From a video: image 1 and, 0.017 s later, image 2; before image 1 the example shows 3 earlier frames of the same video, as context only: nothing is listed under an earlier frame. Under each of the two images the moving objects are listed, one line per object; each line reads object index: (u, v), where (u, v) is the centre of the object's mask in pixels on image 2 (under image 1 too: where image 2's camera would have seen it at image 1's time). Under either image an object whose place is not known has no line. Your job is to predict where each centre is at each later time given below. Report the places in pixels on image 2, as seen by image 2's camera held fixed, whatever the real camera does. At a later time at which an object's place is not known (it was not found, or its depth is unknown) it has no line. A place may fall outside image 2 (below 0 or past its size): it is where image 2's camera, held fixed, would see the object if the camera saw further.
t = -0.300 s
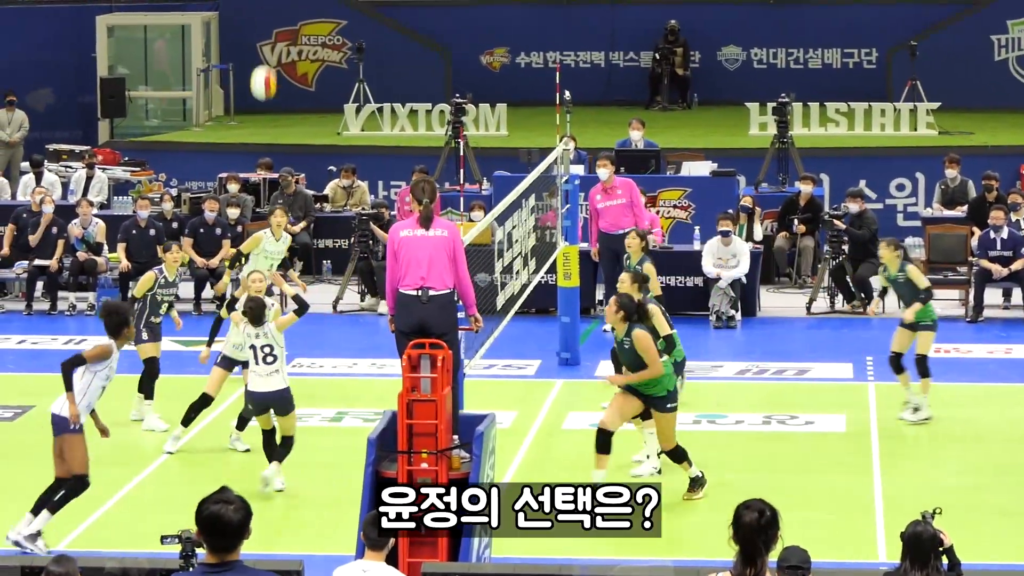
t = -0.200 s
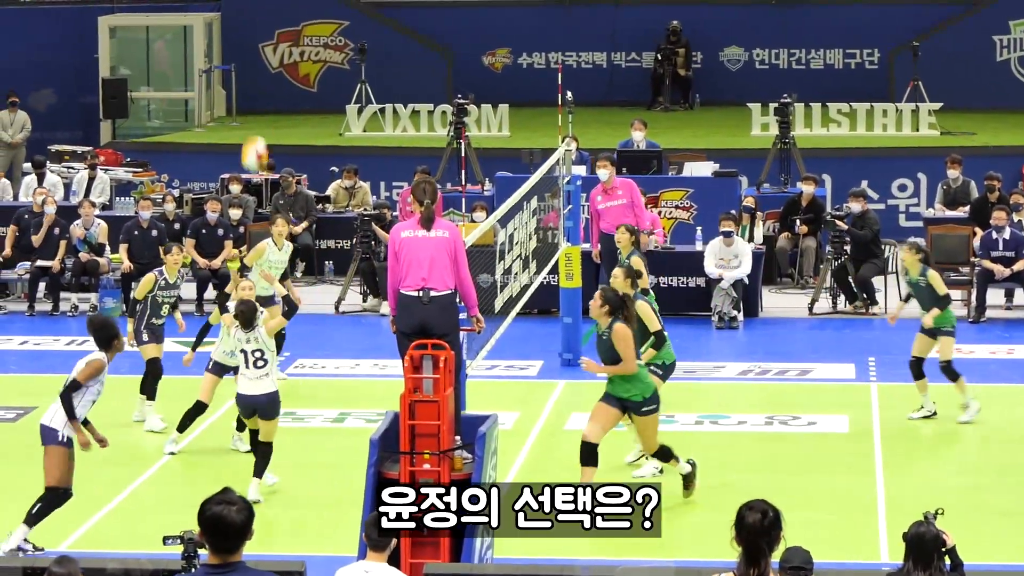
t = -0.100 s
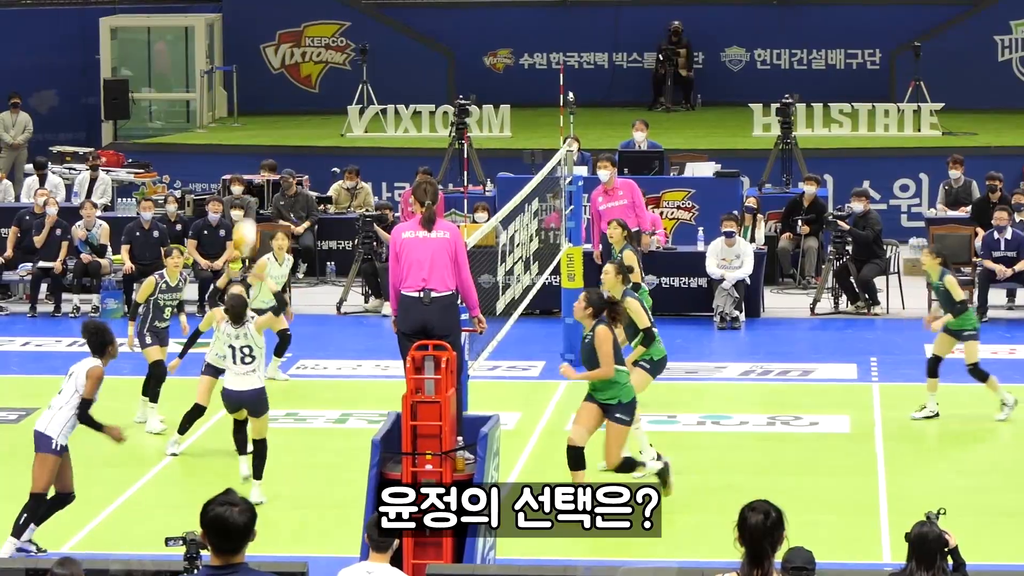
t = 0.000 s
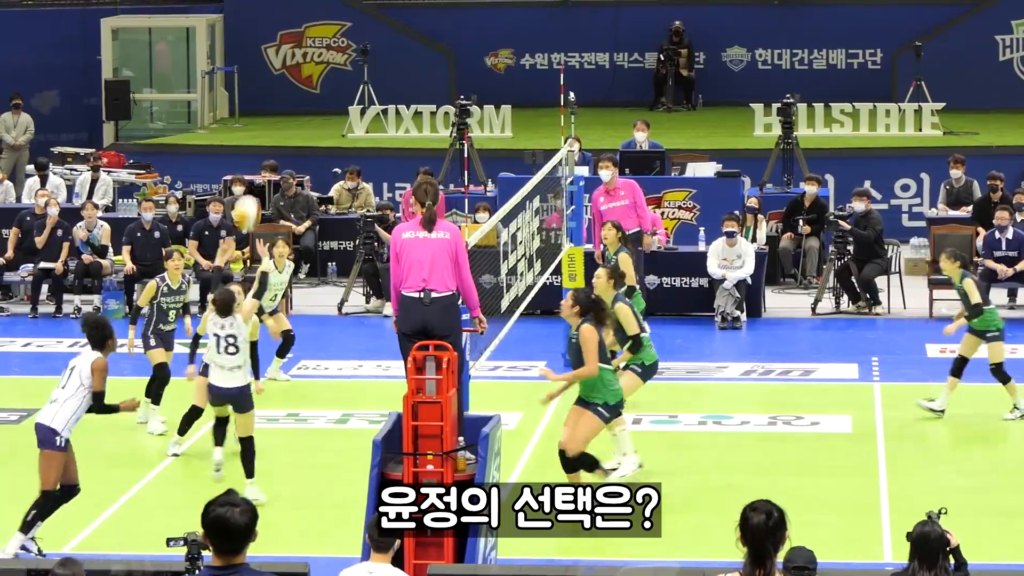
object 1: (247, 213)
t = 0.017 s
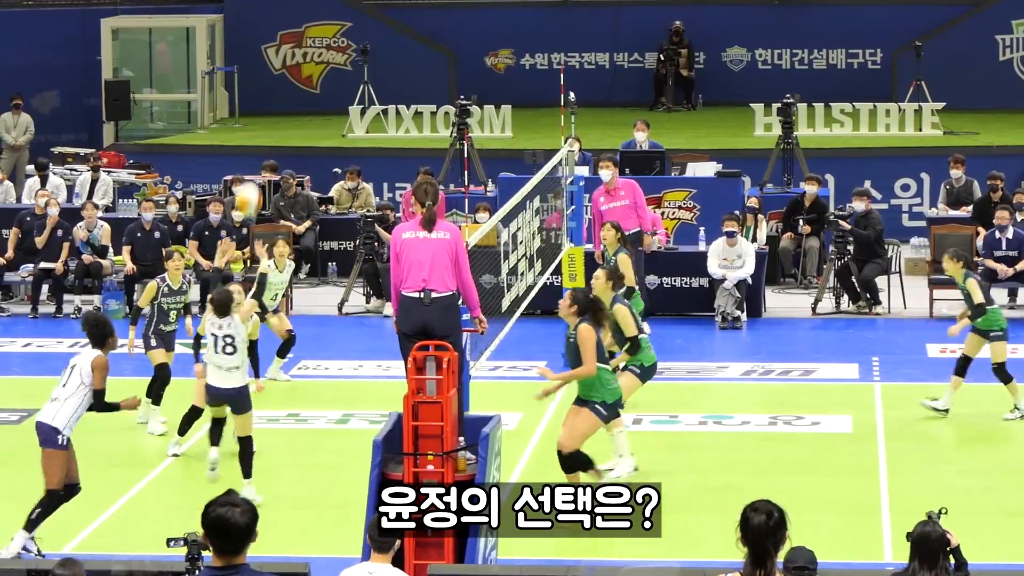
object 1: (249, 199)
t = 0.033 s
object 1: (250, 186)
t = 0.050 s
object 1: (251, 174)
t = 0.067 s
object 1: (252, 161)
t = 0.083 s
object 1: (254, 150)
